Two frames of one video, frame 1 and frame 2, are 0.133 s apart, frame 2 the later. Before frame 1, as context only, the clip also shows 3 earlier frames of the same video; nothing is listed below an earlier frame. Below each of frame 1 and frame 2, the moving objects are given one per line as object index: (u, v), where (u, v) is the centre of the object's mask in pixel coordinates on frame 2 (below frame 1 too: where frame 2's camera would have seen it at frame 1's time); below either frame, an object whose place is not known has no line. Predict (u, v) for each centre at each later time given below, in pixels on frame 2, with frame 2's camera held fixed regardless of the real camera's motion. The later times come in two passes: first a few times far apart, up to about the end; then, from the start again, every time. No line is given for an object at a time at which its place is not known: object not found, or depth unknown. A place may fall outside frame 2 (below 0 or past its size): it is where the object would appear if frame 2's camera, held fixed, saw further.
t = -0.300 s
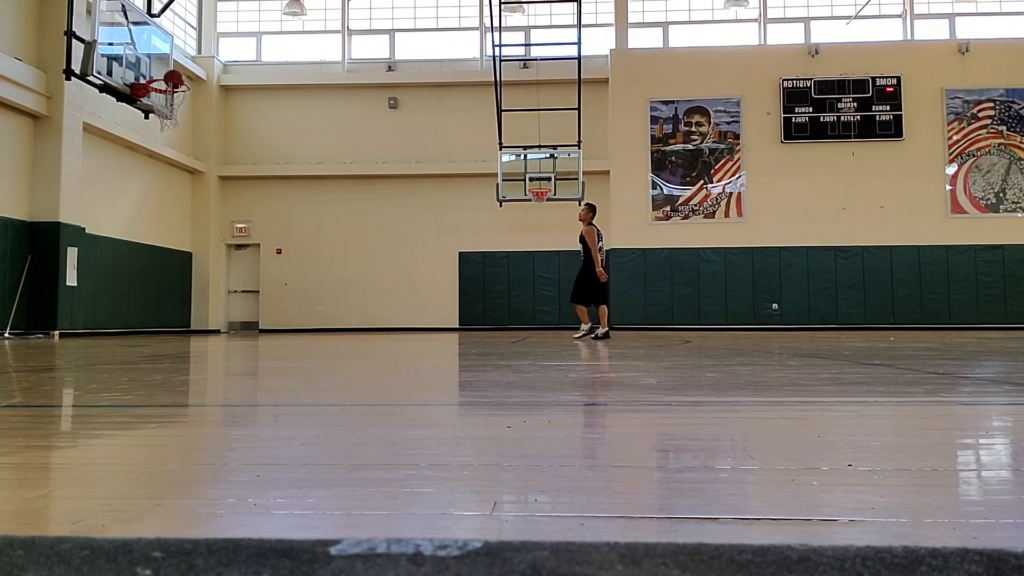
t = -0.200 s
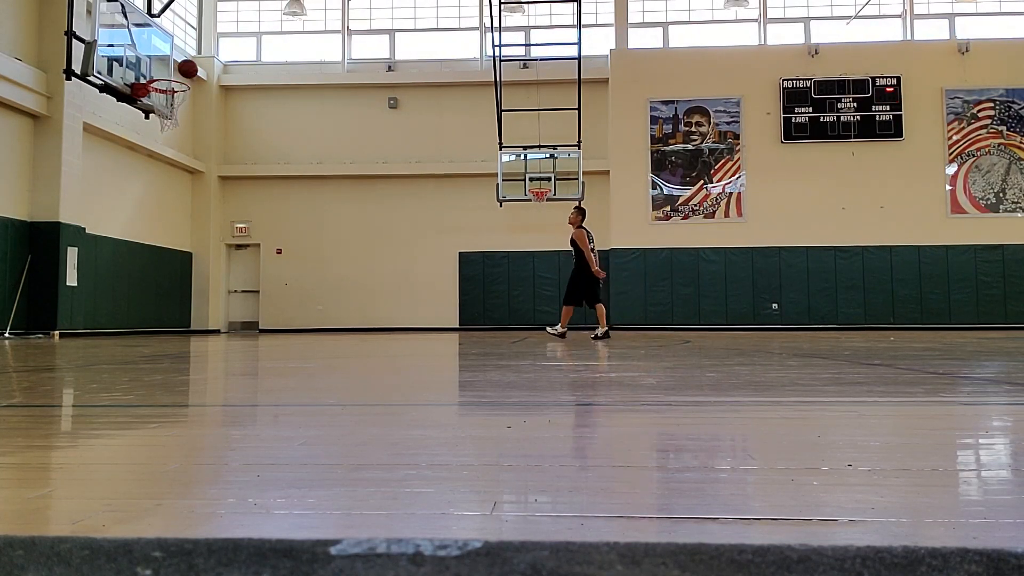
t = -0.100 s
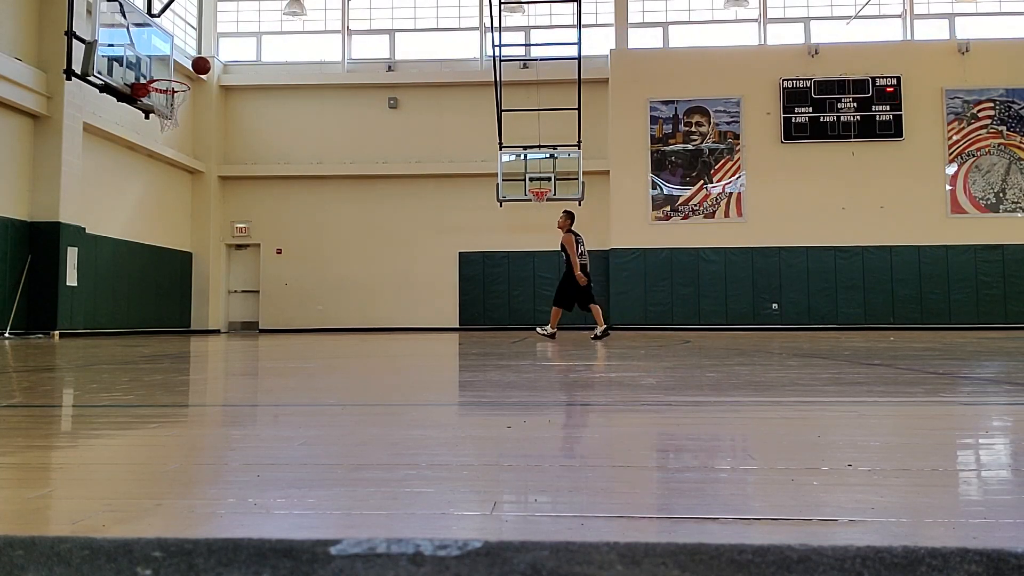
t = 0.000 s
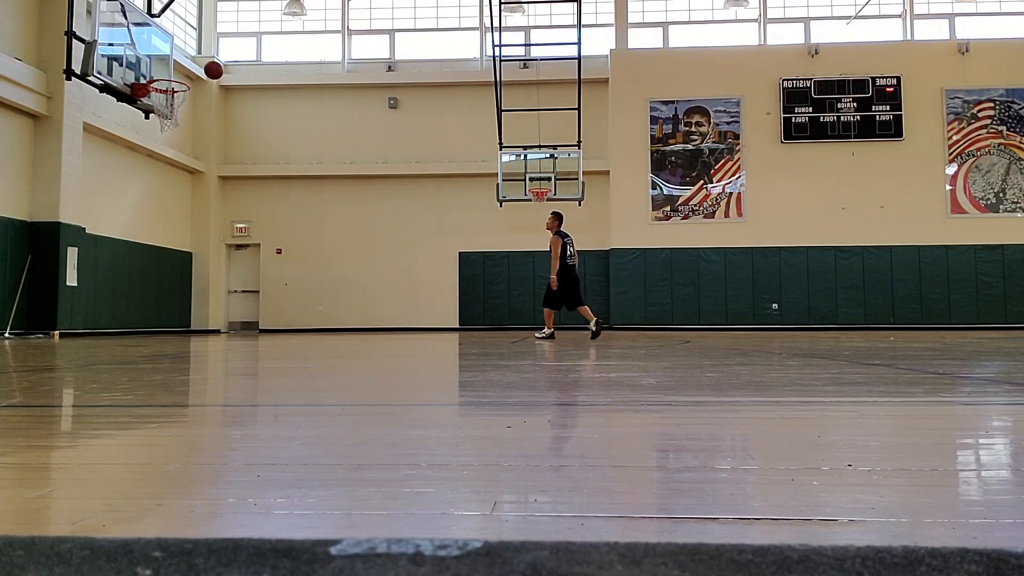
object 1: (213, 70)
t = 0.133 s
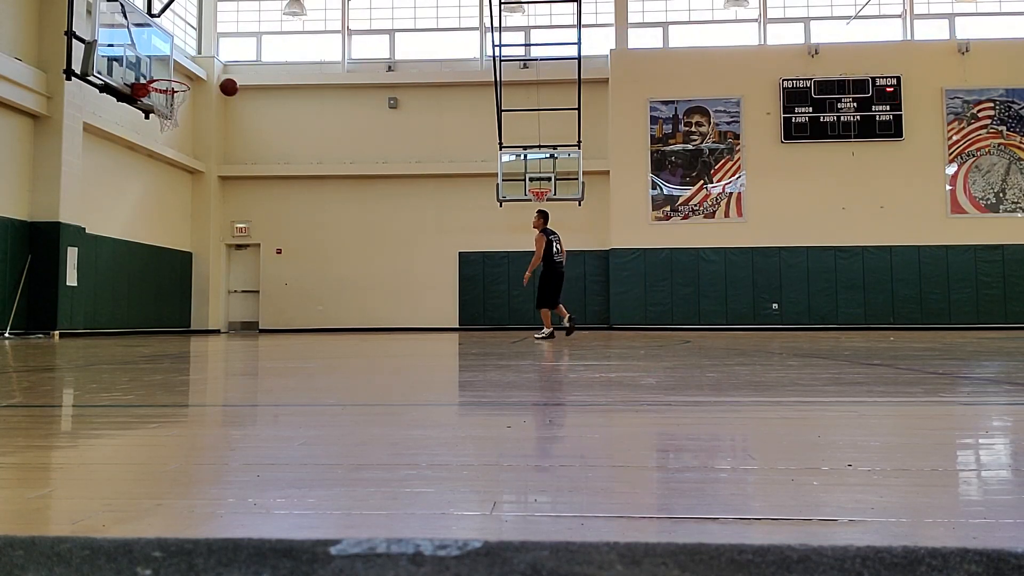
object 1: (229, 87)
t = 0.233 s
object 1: (240, 108)
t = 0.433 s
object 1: (260, 167)
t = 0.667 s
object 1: (281, 266)
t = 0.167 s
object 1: (232, 93)
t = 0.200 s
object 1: (236, 100)
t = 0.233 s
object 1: (240, 108)
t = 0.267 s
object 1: (243, 116)
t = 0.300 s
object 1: (247, 125)
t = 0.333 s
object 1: (250, 135)
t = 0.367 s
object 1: (253, 145)
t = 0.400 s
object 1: (257, 156)
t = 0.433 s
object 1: (260, 167)
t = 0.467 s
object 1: (264, 180)
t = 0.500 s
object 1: (266, 192)
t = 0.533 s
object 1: (269, 206)
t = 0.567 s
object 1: (272, 220)
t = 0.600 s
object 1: (275, 234)
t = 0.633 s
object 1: (278, 250)
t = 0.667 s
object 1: (281, 266)
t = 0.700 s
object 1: (284, 282)
